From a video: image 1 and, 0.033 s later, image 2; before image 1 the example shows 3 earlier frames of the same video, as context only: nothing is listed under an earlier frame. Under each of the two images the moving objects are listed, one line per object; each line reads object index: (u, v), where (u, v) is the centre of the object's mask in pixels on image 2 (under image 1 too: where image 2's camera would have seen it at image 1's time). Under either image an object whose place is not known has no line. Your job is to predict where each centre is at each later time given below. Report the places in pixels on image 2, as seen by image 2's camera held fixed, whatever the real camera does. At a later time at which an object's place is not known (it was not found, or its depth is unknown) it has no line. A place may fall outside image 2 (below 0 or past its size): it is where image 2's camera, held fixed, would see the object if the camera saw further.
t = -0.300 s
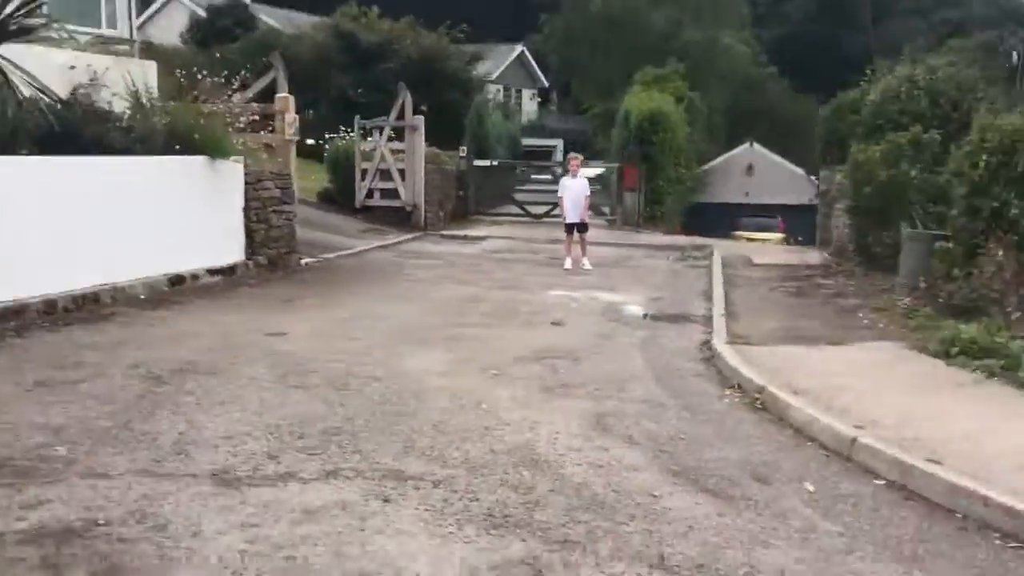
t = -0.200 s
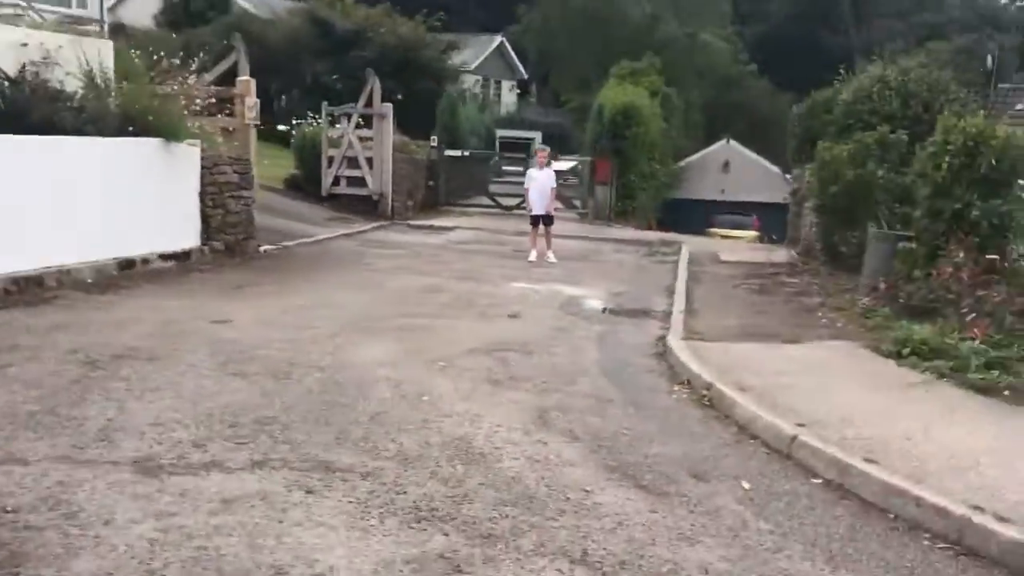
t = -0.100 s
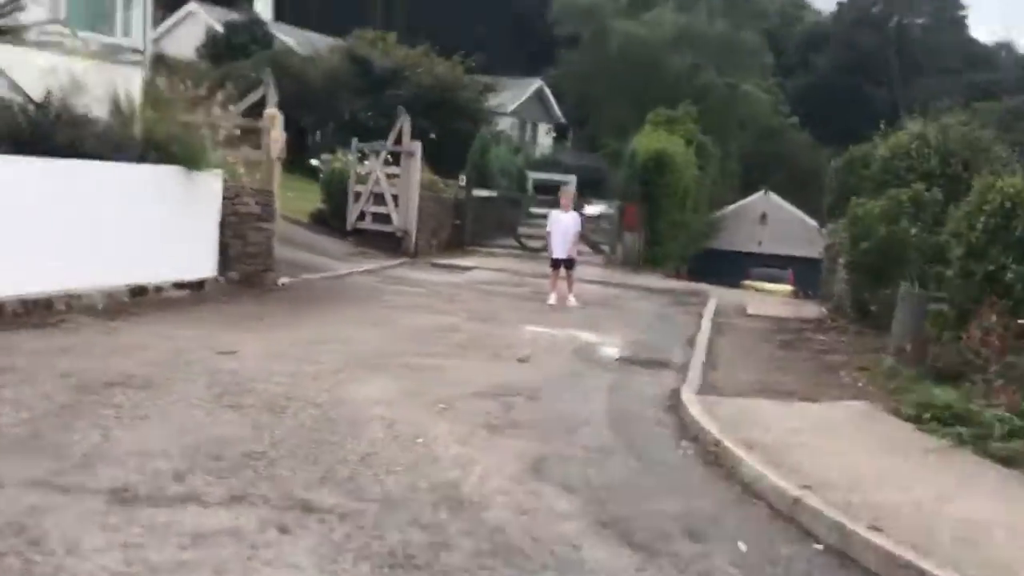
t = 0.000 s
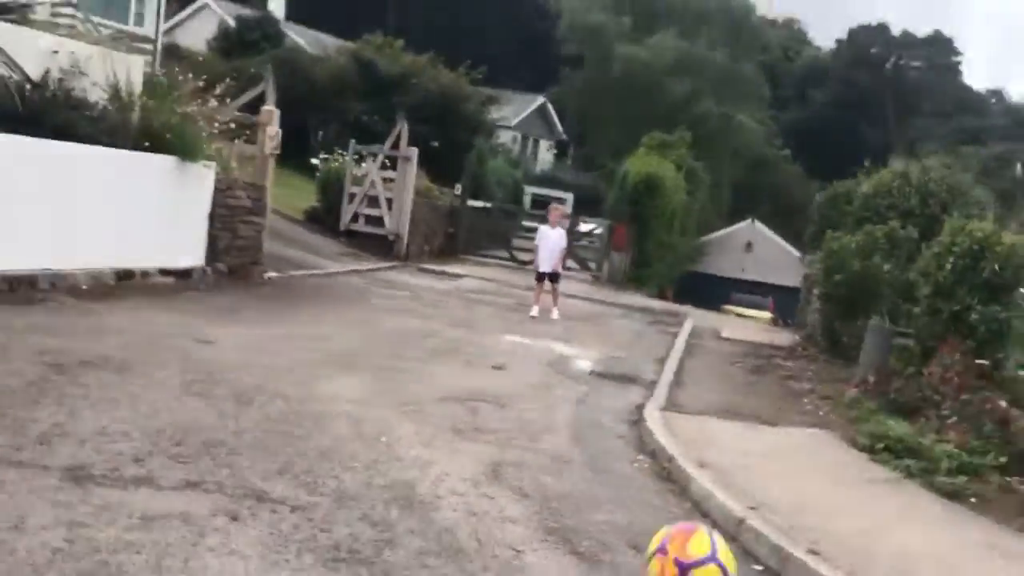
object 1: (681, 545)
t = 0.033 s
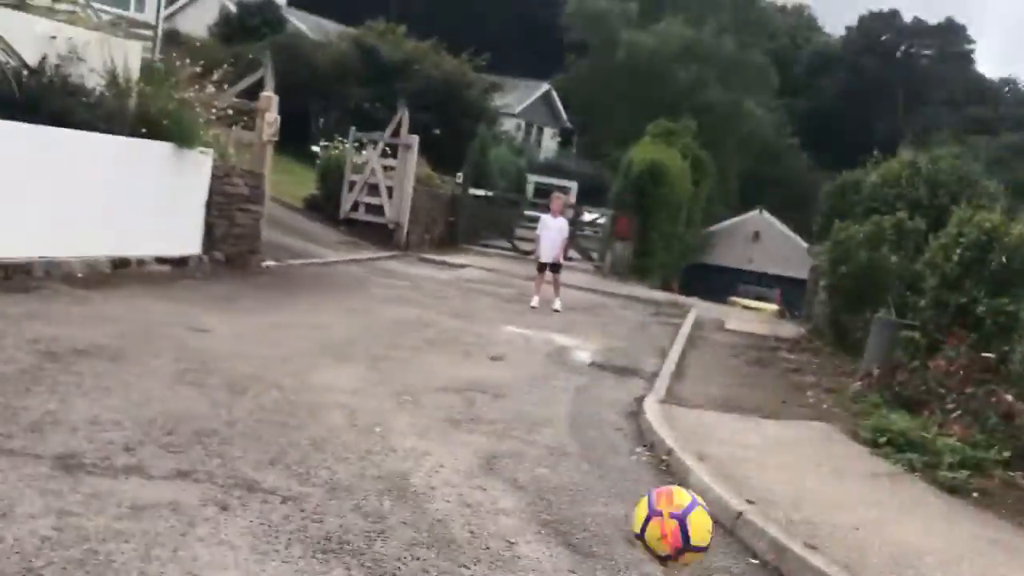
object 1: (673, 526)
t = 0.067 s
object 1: (665, 502)
